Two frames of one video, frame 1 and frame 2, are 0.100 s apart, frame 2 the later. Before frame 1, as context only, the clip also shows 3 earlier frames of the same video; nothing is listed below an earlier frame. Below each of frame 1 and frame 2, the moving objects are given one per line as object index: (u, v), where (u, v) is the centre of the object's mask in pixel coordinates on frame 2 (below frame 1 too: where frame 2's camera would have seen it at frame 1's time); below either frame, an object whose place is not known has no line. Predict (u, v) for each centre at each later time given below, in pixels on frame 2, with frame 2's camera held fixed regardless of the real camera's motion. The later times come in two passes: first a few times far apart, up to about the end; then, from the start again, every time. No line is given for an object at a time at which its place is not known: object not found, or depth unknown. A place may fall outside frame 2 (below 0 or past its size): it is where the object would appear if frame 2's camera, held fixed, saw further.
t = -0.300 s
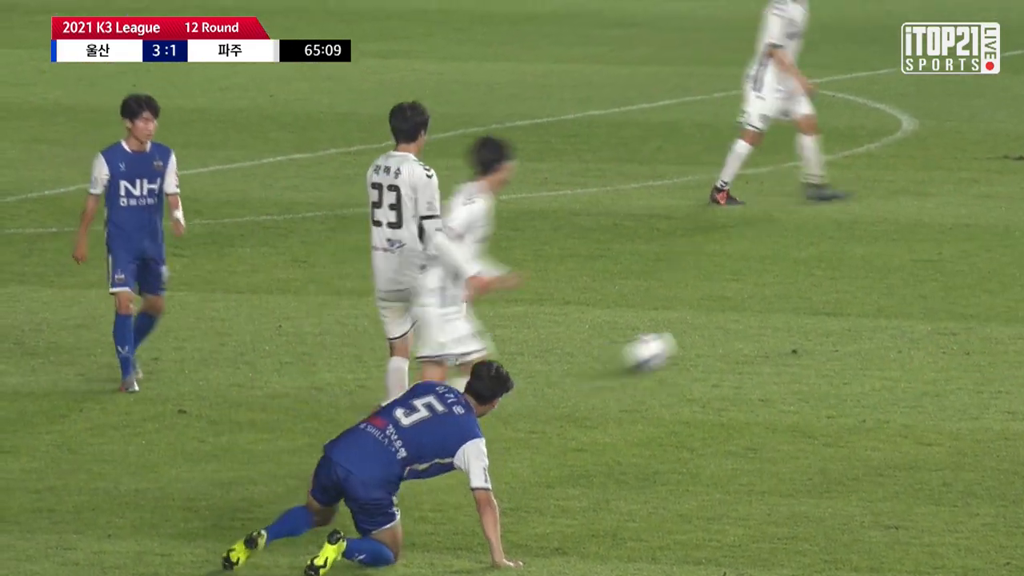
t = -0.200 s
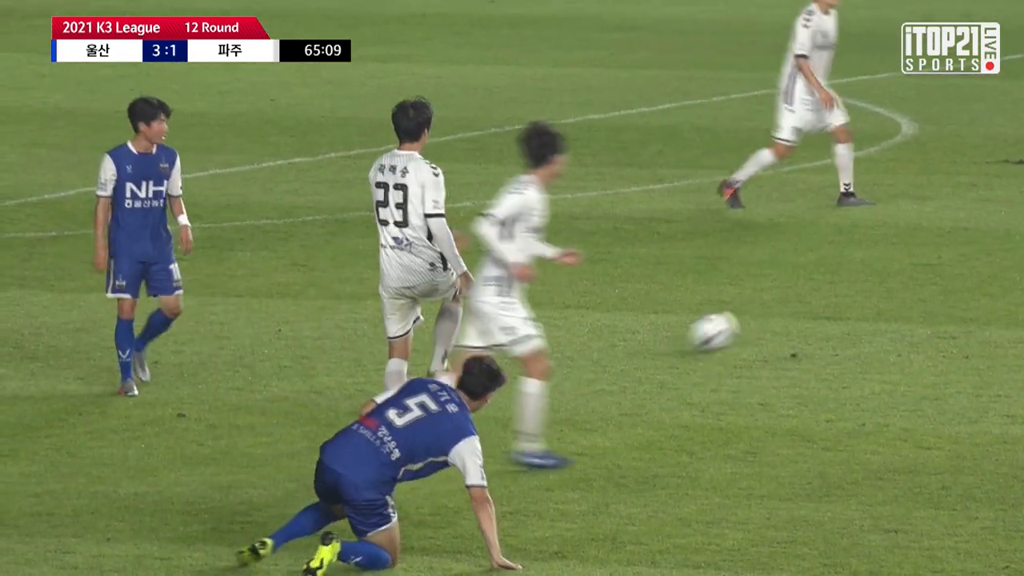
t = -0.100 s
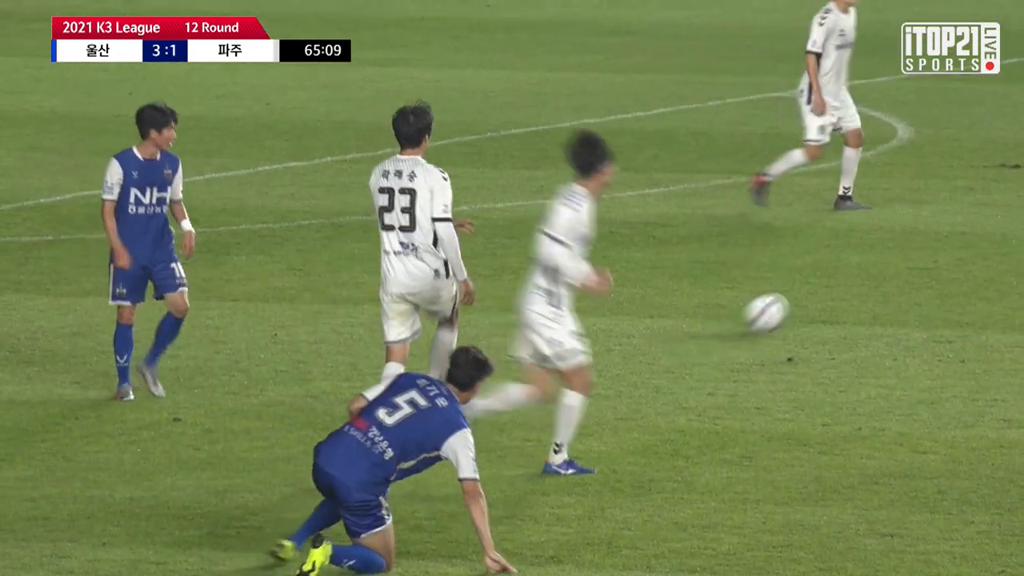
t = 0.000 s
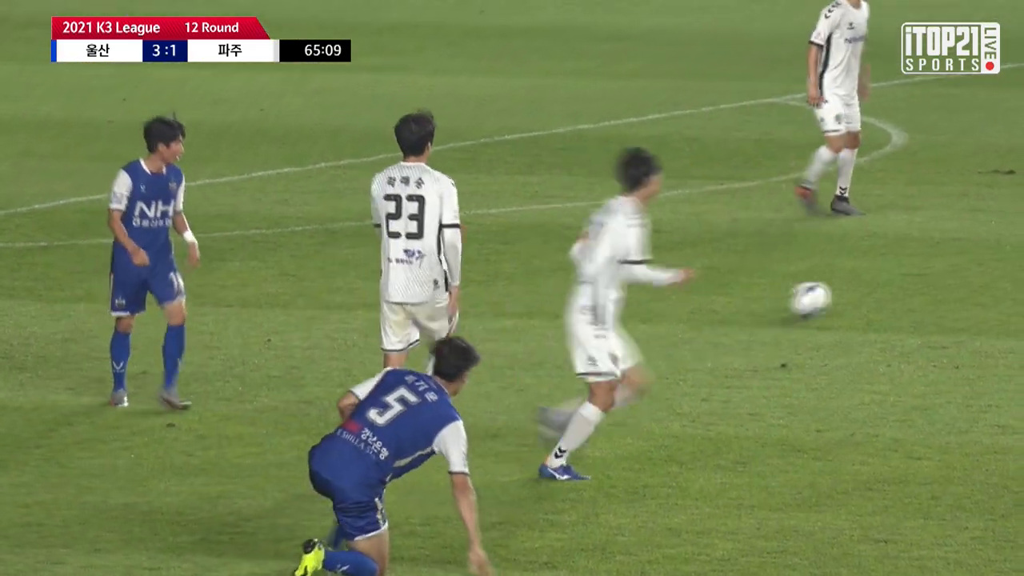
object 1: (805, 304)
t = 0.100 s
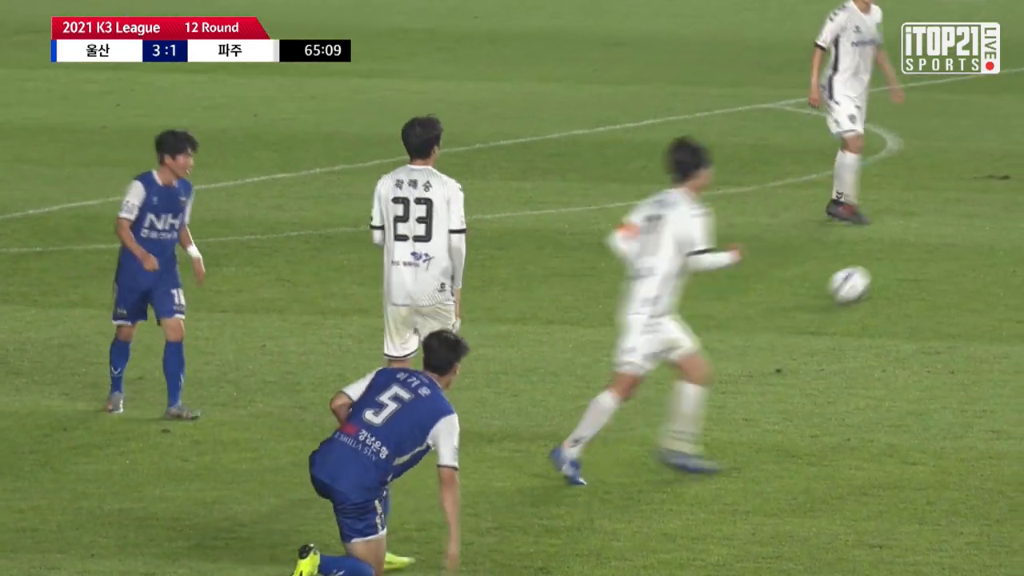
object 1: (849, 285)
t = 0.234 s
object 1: (903, 265)
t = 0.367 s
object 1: (951, 248)
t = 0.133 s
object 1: (864, 280)
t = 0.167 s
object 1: (878, 275)
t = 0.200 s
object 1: (892, 272)
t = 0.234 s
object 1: (903, 265)
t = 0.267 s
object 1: (916, 260)
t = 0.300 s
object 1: (929, 256)
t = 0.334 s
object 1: (941, 252)
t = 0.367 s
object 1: (951, 248)
